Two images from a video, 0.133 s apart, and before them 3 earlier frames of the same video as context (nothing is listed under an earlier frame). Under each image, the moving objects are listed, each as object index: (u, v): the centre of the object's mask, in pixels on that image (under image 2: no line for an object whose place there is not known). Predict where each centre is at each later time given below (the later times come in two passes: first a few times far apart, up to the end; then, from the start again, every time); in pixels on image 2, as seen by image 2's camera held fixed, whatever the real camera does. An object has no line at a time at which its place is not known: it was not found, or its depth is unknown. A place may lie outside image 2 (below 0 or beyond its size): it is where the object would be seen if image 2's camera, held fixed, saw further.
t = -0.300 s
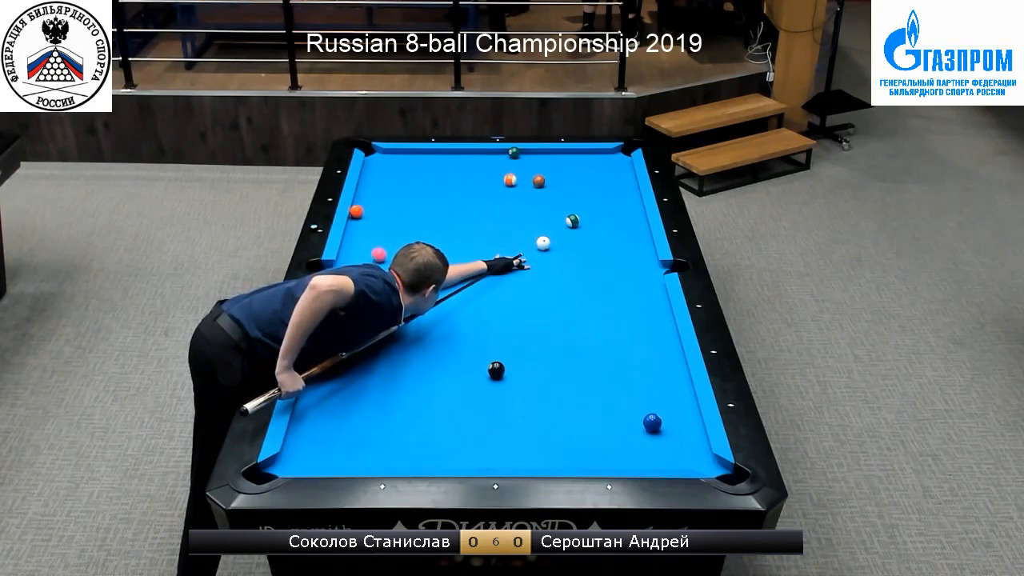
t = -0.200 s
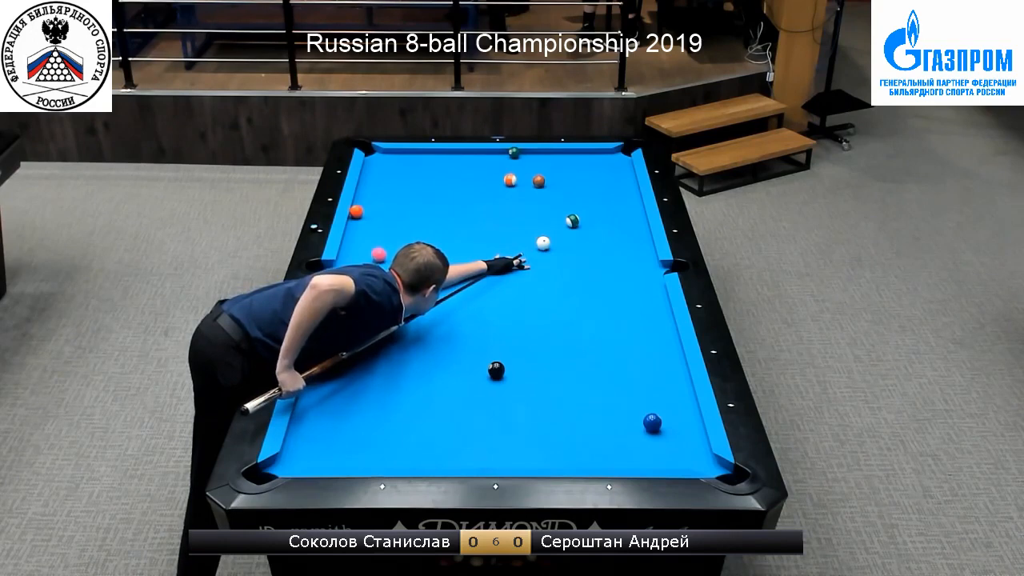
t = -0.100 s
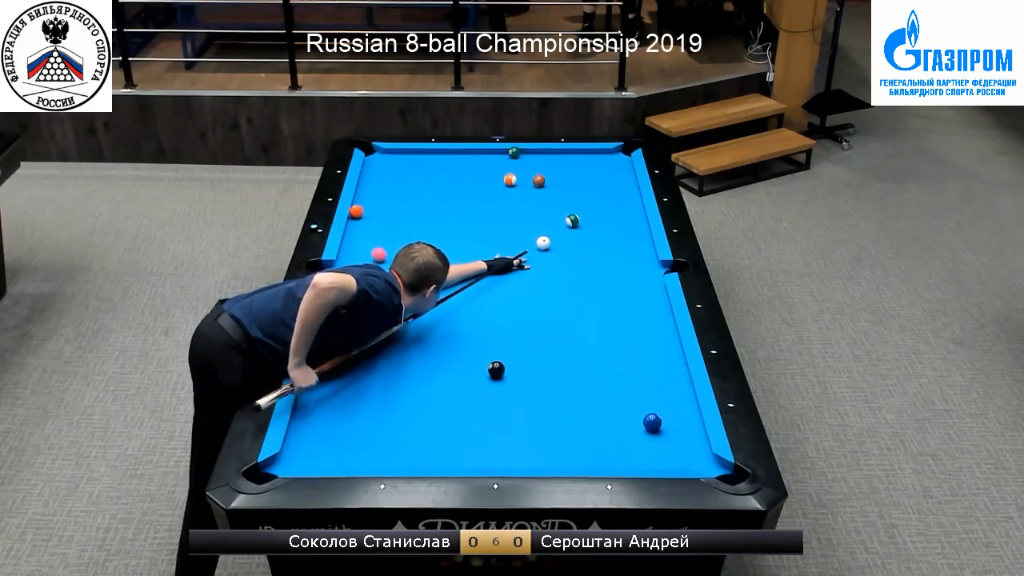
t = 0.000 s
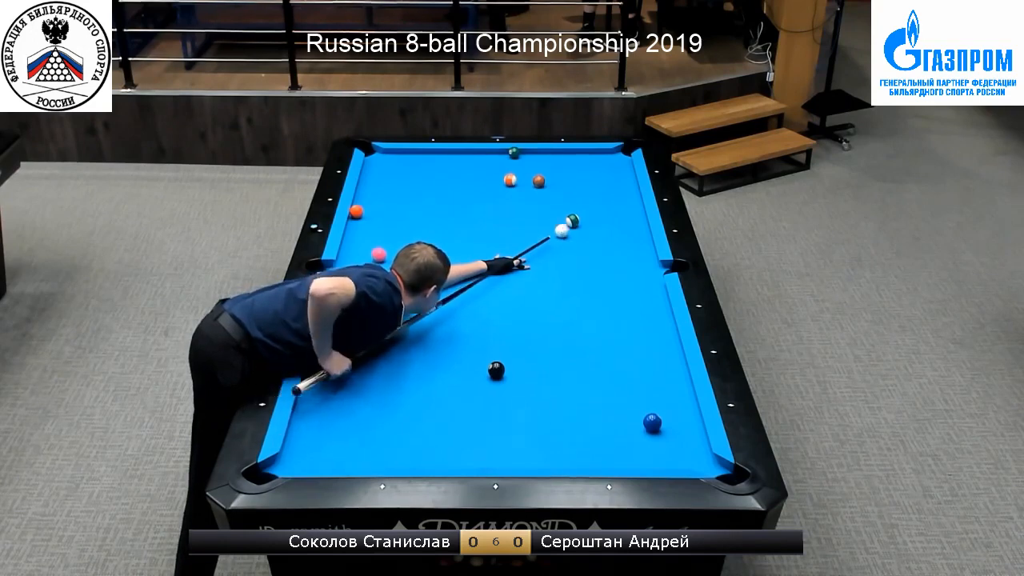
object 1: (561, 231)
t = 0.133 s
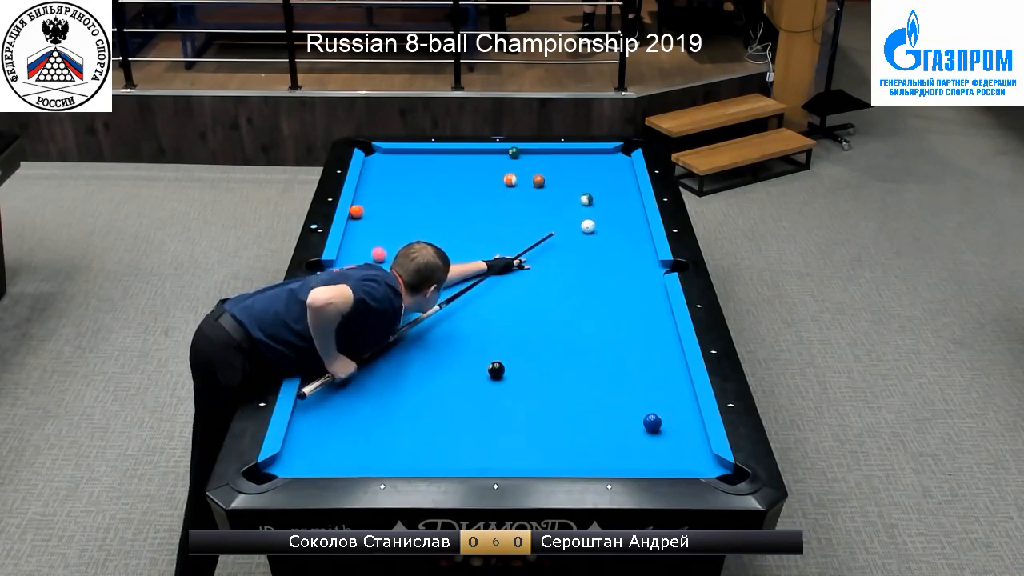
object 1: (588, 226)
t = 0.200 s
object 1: (599, 225)
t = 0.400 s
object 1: (634, 220)
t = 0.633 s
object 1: (621, 218)
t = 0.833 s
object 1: (601, 216)
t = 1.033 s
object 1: (583, 215)
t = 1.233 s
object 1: (566, 213)
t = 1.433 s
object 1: (550, 213)
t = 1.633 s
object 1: (534, 210)
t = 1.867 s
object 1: (517, 208)
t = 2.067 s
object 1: (504, 209)
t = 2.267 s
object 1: (491, 207)
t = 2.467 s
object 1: (479, 207)
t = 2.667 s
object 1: (468, 206)
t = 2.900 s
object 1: (456, 205)
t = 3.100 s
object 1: (447, 204)
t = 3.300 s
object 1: (438, 204)
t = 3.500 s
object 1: (431, 203)
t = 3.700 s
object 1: (424, 203)
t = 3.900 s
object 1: (417, 202)
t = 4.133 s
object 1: (411, 202)
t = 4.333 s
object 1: (407, 202)
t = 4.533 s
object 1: (403, 202)
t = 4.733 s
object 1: (400, 202)
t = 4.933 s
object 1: (397, 202)
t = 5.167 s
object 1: (395, 202)
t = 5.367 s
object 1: (395, 202)
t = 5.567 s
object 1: (395, 202)
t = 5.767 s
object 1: (396, 202)
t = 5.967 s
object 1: (396, 202)
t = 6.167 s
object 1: (396, 202)
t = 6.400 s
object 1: (396, 202)
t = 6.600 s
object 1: (396, 202)
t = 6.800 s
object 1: (396, 202)
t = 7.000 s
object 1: (396, 202)
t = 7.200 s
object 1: (396, 202)
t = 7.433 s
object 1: (396, 202)
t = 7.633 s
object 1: (396, 202)
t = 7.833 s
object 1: (396, 202)
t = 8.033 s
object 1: (396, 202)
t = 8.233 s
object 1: (396, 202)
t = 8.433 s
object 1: (396, 202)
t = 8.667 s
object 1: (396, 202)
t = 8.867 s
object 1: (396, 202)
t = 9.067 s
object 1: (396, 202)
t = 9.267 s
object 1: (396, 202)
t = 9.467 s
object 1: (396, 202)
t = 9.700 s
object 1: (396, 202)
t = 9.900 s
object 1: (396, 202)
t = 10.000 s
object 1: (396, 202)
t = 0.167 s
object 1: (593, 226)
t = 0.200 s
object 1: (599, 225)
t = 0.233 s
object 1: (606, 224)
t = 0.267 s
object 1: (611, 224)
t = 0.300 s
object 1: (617, 223)
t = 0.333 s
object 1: (623, 222)
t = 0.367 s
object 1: (629, 221)
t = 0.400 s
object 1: (634, 220)
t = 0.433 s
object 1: (641, 219)
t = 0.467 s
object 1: (638, 219)
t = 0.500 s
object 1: (634, 219)
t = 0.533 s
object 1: (630, 218)
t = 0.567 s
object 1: (627, 218)
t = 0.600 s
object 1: (624, 218)
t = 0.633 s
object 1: (621, 218)
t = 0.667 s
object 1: (617, 217)
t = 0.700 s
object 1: (614, 217)
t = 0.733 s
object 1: (611, 217)
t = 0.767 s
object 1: (608, 217)
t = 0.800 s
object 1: (605, 216)
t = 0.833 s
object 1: (601, 216)
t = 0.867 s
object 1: (598, 216)
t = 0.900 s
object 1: (595, 216)
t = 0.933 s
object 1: (592, 215)
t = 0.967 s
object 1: (589, 215)
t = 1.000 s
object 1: (586, 215)
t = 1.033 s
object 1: (583, 215)
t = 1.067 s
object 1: (580, 214)
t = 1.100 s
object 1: (577, 214)
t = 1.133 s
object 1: (575, 214)
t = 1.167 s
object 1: (572, 214)
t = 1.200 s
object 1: (569, 214)
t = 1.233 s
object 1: (566, 213)
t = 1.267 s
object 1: (563, 213)
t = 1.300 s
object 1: (560, 213)
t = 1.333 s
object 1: (558, 213)
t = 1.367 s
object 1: (555, 213)
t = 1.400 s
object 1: (552, 212)
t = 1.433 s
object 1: (550, 213)
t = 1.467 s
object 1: (547, 213)
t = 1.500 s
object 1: (545, 213)
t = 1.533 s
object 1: (543, 213)
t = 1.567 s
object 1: (539, 212)
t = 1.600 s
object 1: (538, 212)
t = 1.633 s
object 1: (534, 210)
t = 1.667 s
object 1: (532, 210)
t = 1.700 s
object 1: (529, 208)
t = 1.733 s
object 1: (526, 208)
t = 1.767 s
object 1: (524, 208)
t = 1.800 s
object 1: (522, 208)
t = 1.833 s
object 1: (519, 208)
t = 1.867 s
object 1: (517, 208)
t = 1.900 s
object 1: (514, 207)
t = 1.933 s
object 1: (512, 207)
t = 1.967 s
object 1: (510, 207)
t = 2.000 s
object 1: (508, 208)
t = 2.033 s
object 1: (506, 210)
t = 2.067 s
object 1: (504, 209)
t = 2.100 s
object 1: (502, 208)
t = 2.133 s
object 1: (499, 208)
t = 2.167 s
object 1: (497, 208)
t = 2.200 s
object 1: (495, 208)
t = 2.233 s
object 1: (493, 208)
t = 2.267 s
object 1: (491, 207)
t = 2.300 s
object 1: (489, 207)
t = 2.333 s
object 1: (487, 207)
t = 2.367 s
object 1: (485, 207)
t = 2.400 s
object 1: (483, 207)
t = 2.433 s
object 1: (481, 207)
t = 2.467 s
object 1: (479, 207)
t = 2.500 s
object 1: (477, 206)
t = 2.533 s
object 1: (475, 206)
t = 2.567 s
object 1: (474, 206)
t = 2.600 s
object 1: (472, 206)
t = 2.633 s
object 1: (470, 206)
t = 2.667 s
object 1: (468, 206)
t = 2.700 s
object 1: (466, 206)
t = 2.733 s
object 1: (465, 205)
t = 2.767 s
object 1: (463, 205)
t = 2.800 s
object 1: (461, 205)
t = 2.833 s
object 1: (460, 205)
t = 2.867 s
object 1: (458, 205)
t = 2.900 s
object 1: (456, 205)
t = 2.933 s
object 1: (455, 205)
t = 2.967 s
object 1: (453, 205)
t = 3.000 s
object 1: (452, 205)
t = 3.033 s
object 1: (450, 205)
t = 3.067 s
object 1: (448, 204)
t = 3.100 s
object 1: (447, 204)
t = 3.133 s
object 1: (445, 204)
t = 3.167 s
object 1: (444, 204)
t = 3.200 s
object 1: (442, 204)
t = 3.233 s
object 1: (441, 204)
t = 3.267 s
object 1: (440, 204)
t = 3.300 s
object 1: (438, 204)
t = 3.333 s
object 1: (437, 204)
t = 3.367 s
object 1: (436, 203)
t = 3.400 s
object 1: (434, 203)
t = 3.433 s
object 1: (433, 203)
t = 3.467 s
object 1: (432, 203)
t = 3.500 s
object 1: (431, 203)
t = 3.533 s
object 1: (430, 203)
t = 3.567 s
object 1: (428, 203)
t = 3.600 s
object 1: (427, 203)
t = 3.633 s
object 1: (426, 203)
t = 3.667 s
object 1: (425, 203)
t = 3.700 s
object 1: (424, 203)
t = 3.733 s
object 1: (423, 203)
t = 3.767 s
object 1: (422, 202)
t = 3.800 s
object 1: (421, 202)
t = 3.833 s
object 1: (420, 202)
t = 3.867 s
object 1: (419, 202)
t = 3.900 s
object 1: (417, 202)
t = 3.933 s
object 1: (417, 202)
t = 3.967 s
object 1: (416, 202)
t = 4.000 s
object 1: (415, 202)
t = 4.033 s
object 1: (414, 202)
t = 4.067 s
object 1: (413, 202)
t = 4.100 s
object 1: (412, 202)
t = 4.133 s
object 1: (411, 202)
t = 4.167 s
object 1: (410, 202)
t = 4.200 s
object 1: (410, 202)
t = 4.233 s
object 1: (409, 202)
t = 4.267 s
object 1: (408, 202)
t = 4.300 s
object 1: (407, 202)
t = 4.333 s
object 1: (407, 202)
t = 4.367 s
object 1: (406, 202)
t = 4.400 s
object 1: (405, 202)
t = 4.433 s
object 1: (405, 202)
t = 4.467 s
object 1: (404, 202)
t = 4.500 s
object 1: (403, 202)
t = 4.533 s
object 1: (403, 202)
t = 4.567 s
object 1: (402, 202)
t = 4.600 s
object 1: (402, 202)
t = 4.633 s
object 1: (401, 202)
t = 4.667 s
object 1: (401, 202)
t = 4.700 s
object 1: (400, 202)
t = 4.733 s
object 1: (400, 202)
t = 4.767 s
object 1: (399, 202)
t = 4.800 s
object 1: (399, 202)
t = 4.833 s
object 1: (398, 202)
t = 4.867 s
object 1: (398, 202)
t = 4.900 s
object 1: (398, 202)
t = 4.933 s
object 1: (397, 202)
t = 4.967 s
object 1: (397, 202)
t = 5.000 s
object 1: (397, 202)
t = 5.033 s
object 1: (396, 202)
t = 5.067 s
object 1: (396, 202)
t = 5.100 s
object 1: (396, 202)
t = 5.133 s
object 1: (396, 202)
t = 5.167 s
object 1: (395, 202)
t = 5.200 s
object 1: (395, 202)
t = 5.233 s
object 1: (395, 202)
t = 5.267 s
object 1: (395, 202)
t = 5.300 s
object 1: (395, 202)
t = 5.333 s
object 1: (395, 202)
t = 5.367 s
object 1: (395, 202)
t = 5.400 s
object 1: (395, 202)
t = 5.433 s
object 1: (395, 202)
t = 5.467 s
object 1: (395, 202)
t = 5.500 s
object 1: (395, 202)
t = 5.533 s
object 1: (395, 202)
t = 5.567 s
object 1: (395, 202)
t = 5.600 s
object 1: (396, 202)
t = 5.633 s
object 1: (396, 202)
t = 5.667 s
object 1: (396, 202)
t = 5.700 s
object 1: (396, 202)
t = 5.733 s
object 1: (396, 202)
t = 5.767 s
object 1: (396, 202)
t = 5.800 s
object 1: (396, 202)
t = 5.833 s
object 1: (396, 202)
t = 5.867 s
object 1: (396, 202)
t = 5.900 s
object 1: (396, 202)
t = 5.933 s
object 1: (396, 202)
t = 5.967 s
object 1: (396, 202)
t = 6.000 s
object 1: (396, 202)
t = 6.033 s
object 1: (396, 202)
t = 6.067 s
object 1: (396, 202)
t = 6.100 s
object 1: (396, 202)
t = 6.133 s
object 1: (396, 202)
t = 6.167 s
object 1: (396, 202)
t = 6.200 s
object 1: (396, 202)
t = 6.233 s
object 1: (396, 202)
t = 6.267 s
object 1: (396, 202)
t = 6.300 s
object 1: (396, 202)
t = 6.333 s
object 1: (396, 202)
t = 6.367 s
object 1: (396, 202)
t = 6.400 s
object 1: (396, 202)
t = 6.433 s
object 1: (396, 202)
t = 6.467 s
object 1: (396, 202)
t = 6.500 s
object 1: (396, 202)
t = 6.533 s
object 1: (396, 202)
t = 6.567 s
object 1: (396, 202)
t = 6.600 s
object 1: (396, 202)
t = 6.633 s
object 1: (396, 202)
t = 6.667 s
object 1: (396, 202)
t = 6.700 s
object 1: (396, 202)
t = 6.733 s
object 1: (396, 202)
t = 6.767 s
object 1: (396, 202)
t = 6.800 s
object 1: (396, 202)
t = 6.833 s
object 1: (396, 202)
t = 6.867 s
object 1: (396, 202)
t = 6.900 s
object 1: (396, 202)
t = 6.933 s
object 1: (396, 202)
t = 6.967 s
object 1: (396, 202)
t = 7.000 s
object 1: (396, 202)
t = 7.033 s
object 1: (396, 202)
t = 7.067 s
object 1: (396, 202)
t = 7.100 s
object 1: (396, 202)
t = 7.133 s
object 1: (396, 202)
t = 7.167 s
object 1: (396, 202)
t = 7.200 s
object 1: (396, 202)
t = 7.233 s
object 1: (396, 202)
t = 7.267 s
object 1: (396, 202)
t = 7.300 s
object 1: (396, 202)
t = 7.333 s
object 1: (396, 202)
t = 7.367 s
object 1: (396, 202)
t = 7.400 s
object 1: (396, 202)
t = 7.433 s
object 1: (396, 202)
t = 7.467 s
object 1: (396, 202)
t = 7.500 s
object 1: (396, 202)
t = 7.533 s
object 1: (396, 202)
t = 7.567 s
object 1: (396, 202)
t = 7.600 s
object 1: (396, 202)
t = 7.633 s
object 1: (396, 202)
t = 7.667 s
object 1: (396, 202)
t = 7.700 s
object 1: (396, 202)
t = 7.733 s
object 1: (396, 202)
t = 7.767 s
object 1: (396, 202)
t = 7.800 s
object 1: (396, 202)
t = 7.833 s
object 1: (396, 202)
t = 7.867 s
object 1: (396, 202)
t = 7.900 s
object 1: (396, 202)
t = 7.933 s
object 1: (396, 202)
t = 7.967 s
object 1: (396, 202)
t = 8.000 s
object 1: (396, 202)
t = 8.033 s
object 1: (396, 202)
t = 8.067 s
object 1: (396, 202)
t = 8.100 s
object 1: (396, 202)
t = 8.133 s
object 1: (396, 202)
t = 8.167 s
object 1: (396, 202)
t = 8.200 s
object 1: (396, 202)
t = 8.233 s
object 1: (396, 202)
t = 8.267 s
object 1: (396, 202)
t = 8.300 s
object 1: (396, 202)
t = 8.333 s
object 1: (396, 202)
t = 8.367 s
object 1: (396, 202)
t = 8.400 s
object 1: (396, 202)
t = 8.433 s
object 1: (396, 202)
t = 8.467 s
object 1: (396, 202)
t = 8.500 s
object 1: (396, 202)
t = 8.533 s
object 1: (396, 202)
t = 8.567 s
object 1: (396, 202)
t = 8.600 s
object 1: (396, 202)
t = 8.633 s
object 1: (396, 202)
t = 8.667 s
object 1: (396, 202)
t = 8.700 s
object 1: (396, 202)
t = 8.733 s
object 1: (396, 202)
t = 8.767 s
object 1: (396, 202)
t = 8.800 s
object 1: (396, 202)
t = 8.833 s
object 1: (396, 202)
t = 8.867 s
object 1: (396, 202)
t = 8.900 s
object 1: (396, 202)
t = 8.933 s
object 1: (396, 202)
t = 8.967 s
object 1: (396, 202)
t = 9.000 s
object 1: (396, 202)
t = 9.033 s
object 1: (396, 202)
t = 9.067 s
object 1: (396, 202)
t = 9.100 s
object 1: (396, 202)
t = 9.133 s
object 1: (396, 202)
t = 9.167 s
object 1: (396, 202)
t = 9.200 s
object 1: (396, 202)
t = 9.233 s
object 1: (396, 202)
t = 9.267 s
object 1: (396, 202)
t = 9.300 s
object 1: (396, 202)
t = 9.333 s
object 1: (396, 202)
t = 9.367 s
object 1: (396, 202)
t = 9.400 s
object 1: (396, 202)
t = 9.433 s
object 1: (396, 202)
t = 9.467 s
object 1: (396, 202)
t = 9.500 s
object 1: (396, 202)
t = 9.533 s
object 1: (396, 202)
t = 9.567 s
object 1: (396, 202)
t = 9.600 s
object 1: (396, 202)
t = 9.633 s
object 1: (396, 202)
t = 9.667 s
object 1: (396, 202)
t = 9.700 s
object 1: (396, 202)
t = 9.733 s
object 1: (396, 202)
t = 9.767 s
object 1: (396, 202)
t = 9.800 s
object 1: (396, 202)
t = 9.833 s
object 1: (396, 202)
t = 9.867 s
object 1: (396, 202)
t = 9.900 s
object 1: (396, 202)
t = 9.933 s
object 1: (396, 202)
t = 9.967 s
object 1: (396, 202)
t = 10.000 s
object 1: (396, 202)
